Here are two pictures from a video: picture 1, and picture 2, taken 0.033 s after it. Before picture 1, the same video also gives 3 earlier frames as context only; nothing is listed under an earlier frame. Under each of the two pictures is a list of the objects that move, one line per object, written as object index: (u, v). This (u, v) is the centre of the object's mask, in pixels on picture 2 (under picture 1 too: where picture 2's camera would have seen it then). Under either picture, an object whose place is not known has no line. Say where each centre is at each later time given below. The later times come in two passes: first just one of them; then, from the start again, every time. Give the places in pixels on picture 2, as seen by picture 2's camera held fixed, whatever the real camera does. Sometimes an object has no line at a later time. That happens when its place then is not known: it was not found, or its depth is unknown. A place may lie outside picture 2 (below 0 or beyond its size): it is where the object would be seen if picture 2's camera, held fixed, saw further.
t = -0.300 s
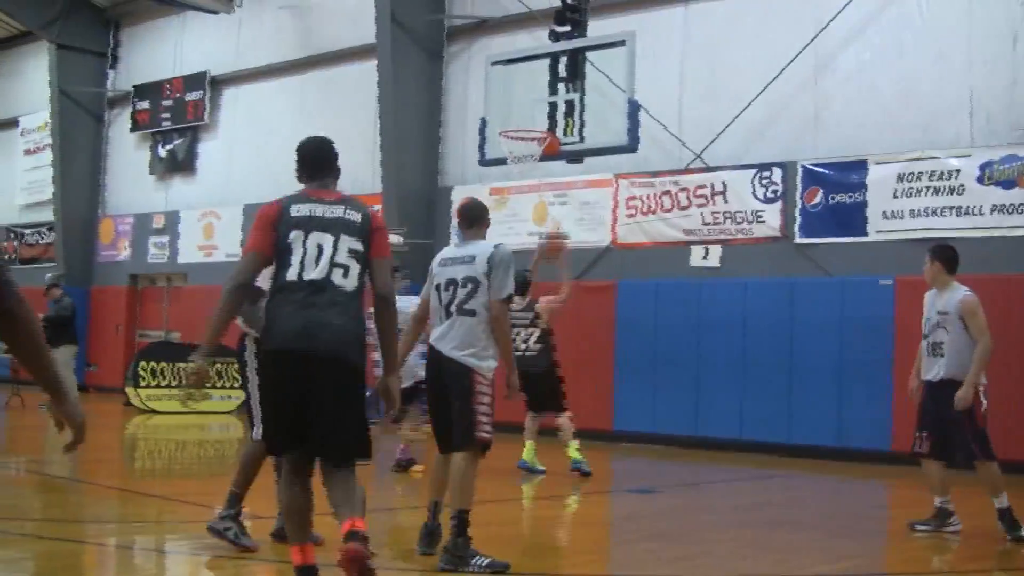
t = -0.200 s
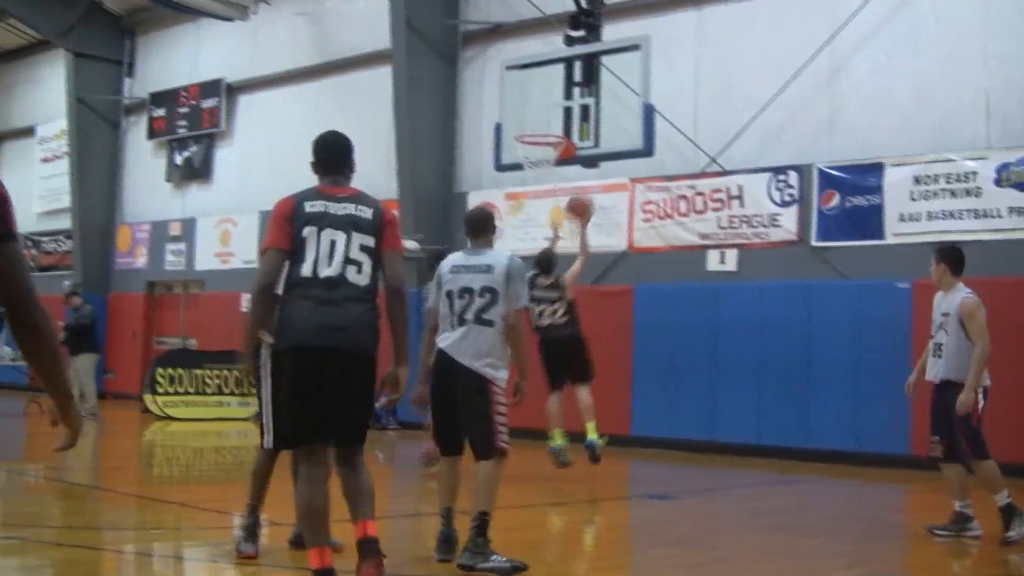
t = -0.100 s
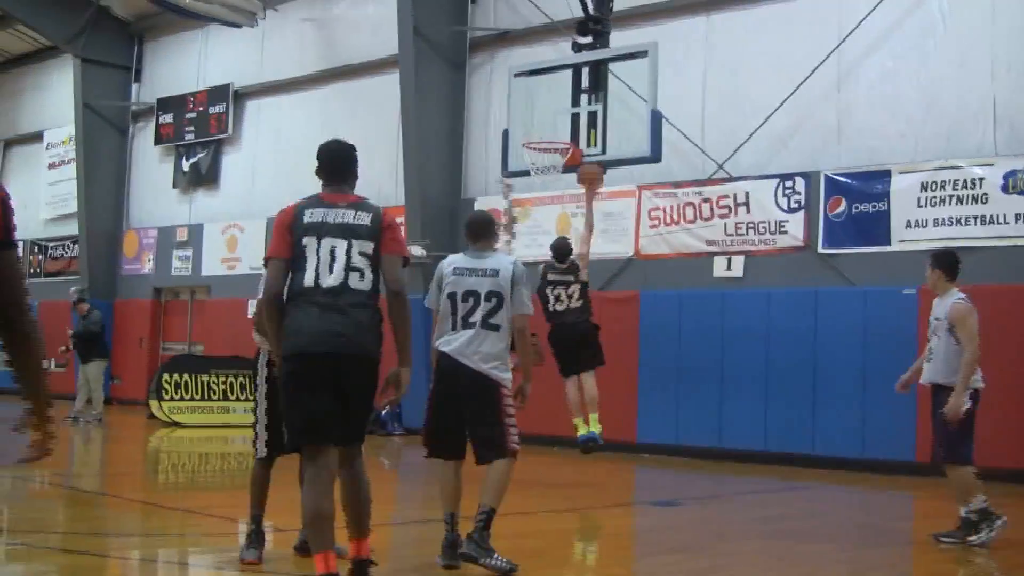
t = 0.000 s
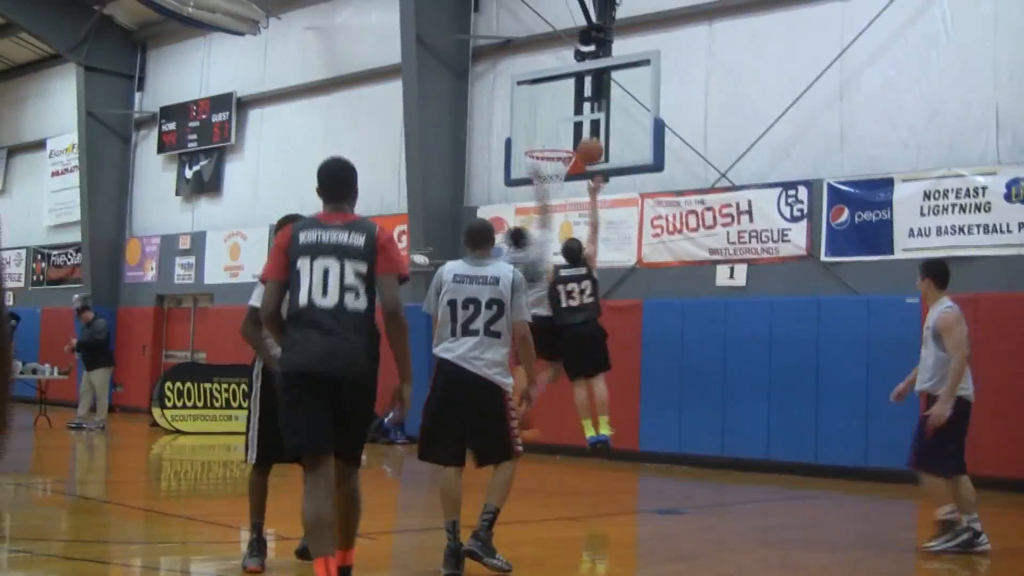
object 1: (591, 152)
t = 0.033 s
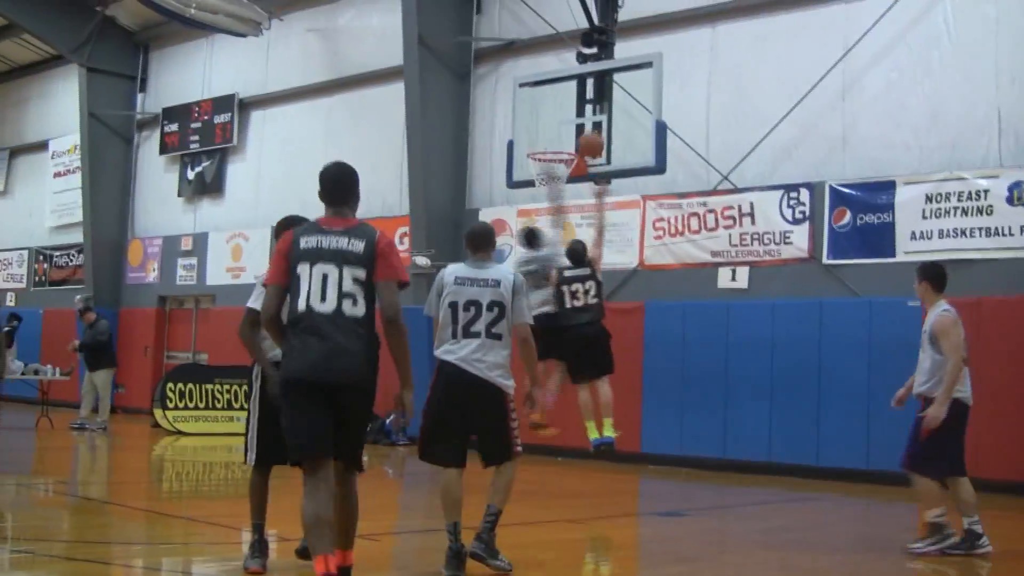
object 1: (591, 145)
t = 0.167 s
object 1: (588, 124)
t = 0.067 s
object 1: (589, 138)
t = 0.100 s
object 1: (590, 133)
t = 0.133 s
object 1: (589, 128)
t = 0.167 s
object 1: (588, 124)
